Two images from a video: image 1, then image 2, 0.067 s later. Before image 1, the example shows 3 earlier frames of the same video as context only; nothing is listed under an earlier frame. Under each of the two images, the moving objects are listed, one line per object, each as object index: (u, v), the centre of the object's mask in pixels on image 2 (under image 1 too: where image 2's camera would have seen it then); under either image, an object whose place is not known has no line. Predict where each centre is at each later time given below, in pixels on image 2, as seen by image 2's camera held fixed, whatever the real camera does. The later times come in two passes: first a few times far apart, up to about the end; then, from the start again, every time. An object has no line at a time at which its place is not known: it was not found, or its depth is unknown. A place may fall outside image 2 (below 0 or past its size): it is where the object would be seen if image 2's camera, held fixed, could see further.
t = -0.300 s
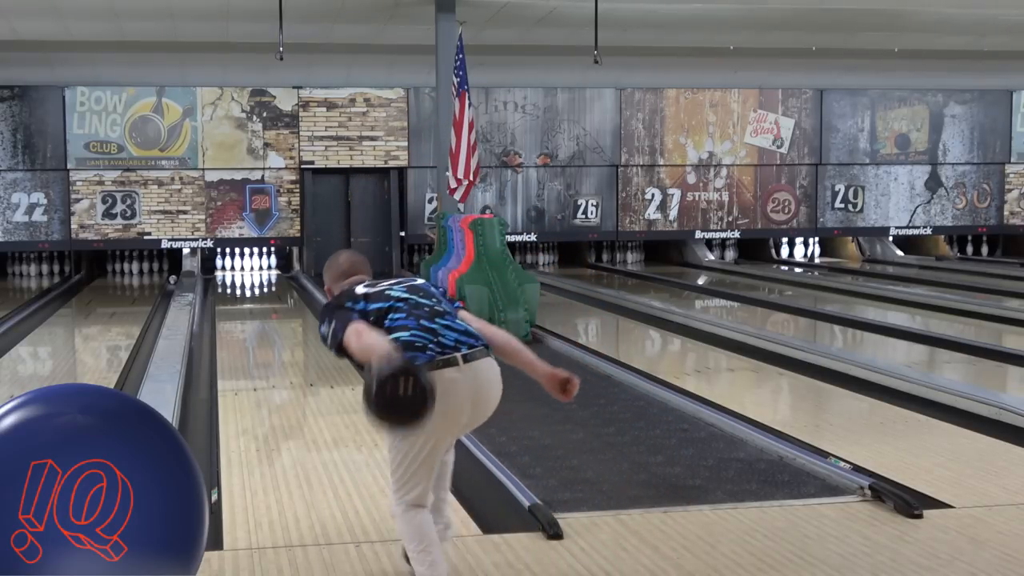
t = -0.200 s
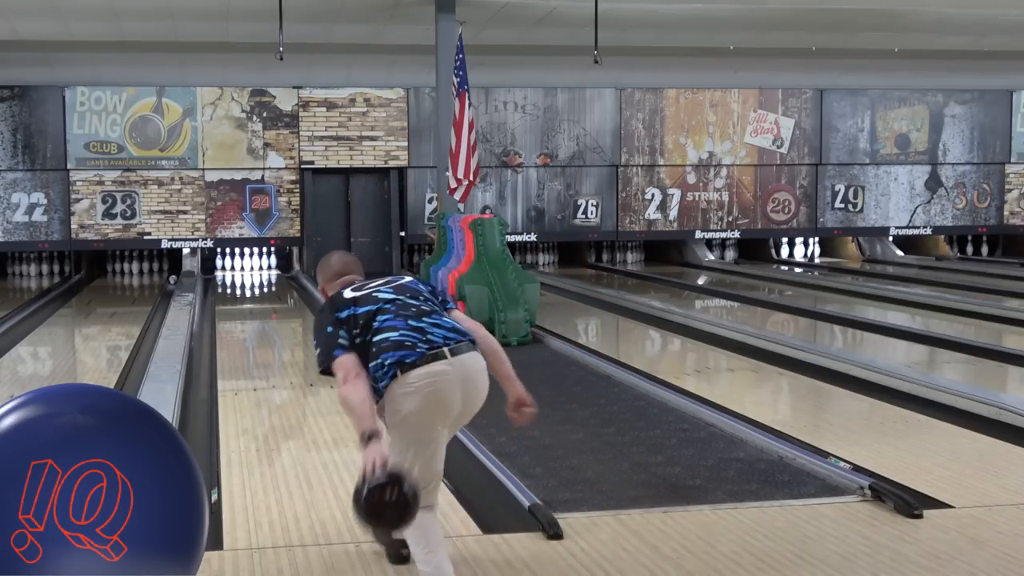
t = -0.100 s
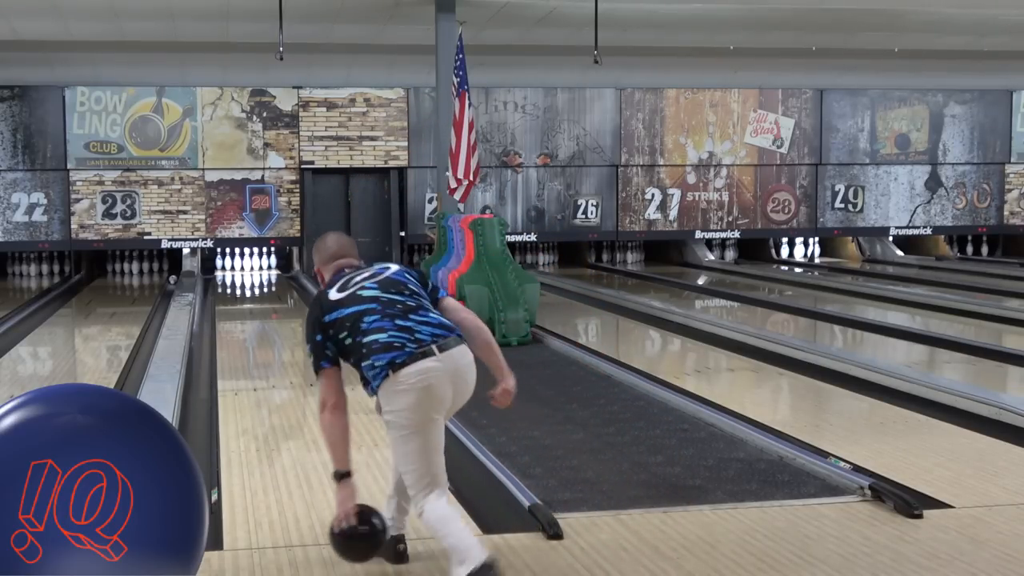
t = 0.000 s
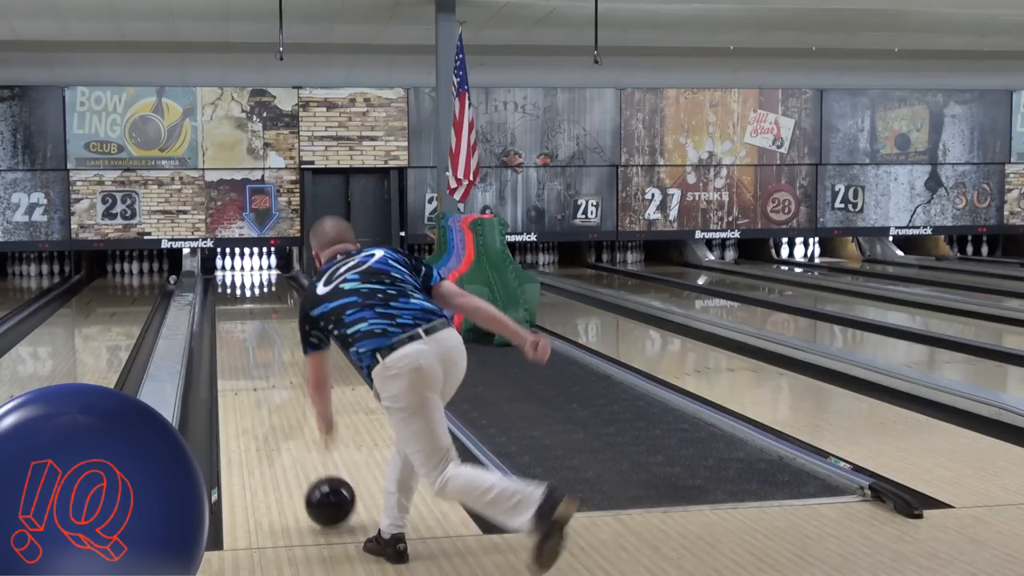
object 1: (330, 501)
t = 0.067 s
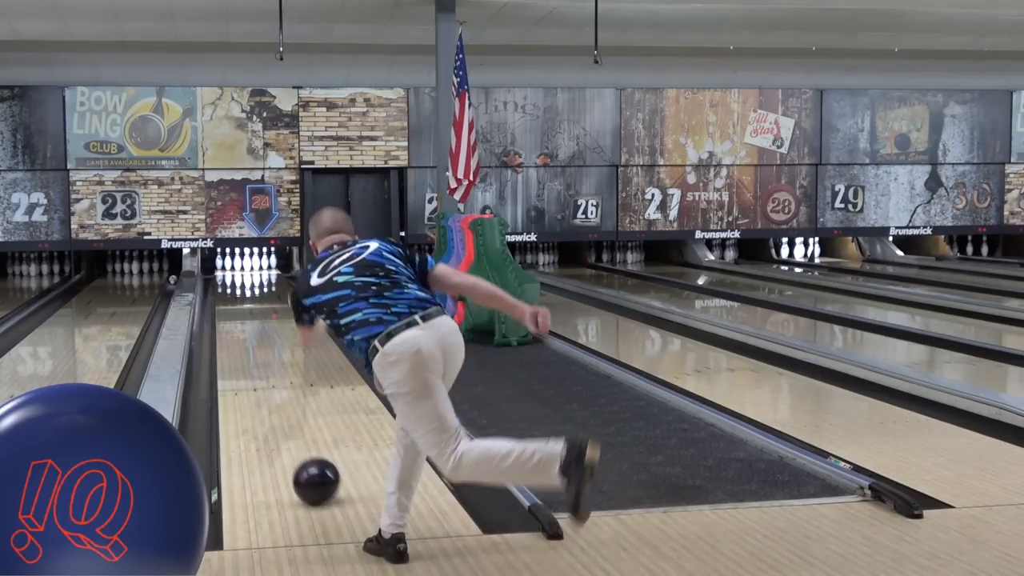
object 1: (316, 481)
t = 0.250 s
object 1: (287, 429)
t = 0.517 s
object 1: (260, 379)
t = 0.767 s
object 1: (245, 348)
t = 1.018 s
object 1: (234, 326)
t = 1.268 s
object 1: (227, 309)
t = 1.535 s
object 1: (224, 296)
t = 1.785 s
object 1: (225, 285)
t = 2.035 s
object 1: (229, 277)
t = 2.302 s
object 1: (237, 271)
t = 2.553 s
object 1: (240, 266)
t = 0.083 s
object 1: (313, 476)
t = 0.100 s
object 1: (310, 471)
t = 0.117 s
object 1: (307, 465)
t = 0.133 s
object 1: (304, 460)
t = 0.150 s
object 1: (301, 455)
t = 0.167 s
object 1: (299, 450)
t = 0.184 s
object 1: (296, 446)
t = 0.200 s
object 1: (294, 441)
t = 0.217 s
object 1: (291, 437)
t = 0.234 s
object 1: (289, 433)
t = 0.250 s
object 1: (287, 429)
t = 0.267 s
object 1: (285, 425)
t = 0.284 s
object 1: (283, 421)
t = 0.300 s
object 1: (281, 417)
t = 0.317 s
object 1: (279, 414)
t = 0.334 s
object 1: (277, 410)
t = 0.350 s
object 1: (275, 407)
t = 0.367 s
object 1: (273, 404)
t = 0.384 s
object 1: (272, 401)
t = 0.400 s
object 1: (270, 398)
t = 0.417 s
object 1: (269, 395)
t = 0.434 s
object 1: (267, 392)
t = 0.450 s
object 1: (266, 389)
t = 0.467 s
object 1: (264, 386)
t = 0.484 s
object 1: (263, 384)
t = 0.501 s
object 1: (262, 381)
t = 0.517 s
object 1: (260, 379)
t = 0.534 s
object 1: (259, 376)
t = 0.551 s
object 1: (258, 374)
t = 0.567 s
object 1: (257, 372)
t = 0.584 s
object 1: (256, 370)
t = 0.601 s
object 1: (254, 367)
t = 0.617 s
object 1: (253, 365)
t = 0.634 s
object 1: (252, 363)
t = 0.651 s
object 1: (251, 361)
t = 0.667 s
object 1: (250, 359)
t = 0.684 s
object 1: (249, 357)
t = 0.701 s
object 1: (248, 355)
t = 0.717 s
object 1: (247, 353)
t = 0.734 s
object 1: (247, 351)
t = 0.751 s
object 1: (246, 350)
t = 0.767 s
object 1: (245, 348)
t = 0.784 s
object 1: (244, 346)
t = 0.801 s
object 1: (243, 344)
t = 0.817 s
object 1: (242, 343)
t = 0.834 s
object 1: (241, 341)
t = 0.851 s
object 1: (241, 340)
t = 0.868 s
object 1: (240, 338)
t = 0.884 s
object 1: (240, 337)
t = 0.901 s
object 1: (239, 335)
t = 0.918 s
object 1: (238, 334)
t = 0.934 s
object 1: (237, 332)
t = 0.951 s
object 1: (237, 331)
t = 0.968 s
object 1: (236, 329)
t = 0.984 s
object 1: (235, 328)
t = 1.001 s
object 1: (235, 327)
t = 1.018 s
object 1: (234, 326)
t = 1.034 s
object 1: (234, 324)
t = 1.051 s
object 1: (233, 323)
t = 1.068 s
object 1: (233, 322)
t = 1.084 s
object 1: (232, 321)
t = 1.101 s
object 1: (232, 320)
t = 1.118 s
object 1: (231, 319)
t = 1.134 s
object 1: (231, 317)
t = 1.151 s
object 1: (230, 316)
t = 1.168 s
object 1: (230, 315)
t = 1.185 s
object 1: (229, 314)
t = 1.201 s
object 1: (229, 313)
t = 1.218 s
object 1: (228, 312)
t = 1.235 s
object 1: (228, 311)
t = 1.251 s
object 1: (228, 310)
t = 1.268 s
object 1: (227, 309)
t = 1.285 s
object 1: (227, 308)
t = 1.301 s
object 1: (227, 307)
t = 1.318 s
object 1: (226, 306)
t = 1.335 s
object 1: (226, 305)
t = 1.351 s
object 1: (226, 304)
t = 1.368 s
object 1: (226, 303)
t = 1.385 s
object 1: (226, 302)
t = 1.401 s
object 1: (225, 302)
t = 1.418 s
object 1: (225, 301)
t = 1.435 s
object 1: (225, 300)
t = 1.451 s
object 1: (225, 299)
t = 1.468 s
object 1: (225, 298)
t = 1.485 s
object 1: (225, 298)
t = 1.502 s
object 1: (224, 297)
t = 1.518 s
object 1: (224, 296)
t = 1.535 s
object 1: (224, 296)
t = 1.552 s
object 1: (224, 295)
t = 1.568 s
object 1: (224, 294)
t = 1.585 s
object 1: (224, 293)
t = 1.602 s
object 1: (224, 293)
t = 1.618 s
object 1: (224, 292)
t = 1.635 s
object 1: (224, 291)
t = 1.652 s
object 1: (224, 290)
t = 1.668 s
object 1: (224, 290)
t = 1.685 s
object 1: (224, 289)
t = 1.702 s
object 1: (224, 288)
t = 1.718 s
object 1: (224, 288)
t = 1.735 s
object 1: (224, 287)
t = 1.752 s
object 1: (224, 287)
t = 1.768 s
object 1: (224, 286)
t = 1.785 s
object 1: (225, 285)
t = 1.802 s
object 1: (225, 285)
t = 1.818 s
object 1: (225, 284)
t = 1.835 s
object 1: (225, 284)
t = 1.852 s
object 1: (225, 283)
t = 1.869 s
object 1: (225, 283)
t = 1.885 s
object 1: (226, 282)
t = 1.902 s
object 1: (226, 282)
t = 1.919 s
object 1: (226, 281)
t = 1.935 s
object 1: (227, 281)
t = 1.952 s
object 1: (227, 280)
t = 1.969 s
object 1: (227, 279)
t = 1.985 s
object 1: (228, 279)
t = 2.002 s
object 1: (228, 279)
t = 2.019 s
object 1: (229, 278)
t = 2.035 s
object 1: (229, 277)
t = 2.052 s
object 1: (230, 277)
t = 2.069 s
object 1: (230, 277)
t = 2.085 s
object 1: (230, 276)
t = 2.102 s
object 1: (231, 276)
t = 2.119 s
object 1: (231, 275)
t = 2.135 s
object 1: (232, 275)
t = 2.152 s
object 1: (233, 274)
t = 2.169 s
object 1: (233, 274)
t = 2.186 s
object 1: (233, 273)
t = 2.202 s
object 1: (234, 273)
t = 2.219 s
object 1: (234, 273)
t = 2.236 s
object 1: (235, 272)
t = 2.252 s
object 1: (235, 272)
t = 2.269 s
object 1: (236, 271)
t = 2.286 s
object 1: (236, 271)
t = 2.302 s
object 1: (237, 271)
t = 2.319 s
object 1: (237, 271)
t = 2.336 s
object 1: (237, 270)
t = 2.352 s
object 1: (237, 270)
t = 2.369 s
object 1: (238, 269)
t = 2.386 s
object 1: (238, 269)
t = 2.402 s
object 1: (238, 268)
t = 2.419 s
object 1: (239, 268)
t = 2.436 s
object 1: (239, 268)
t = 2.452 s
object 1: (239, 267)
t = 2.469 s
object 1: (239, 267)
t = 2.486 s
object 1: (240, 267)
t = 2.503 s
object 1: (241, 267)
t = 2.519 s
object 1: (241, 266)
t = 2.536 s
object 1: (240, 266)
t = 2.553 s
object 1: (240, 266)
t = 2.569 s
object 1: (239, 265)
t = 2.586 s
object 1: (239, 265)
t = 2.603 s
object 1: (239, 265)
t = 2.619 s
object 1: (239, 265)
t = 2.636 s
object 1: (239, 264)
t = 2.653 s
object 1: (239, 264)
